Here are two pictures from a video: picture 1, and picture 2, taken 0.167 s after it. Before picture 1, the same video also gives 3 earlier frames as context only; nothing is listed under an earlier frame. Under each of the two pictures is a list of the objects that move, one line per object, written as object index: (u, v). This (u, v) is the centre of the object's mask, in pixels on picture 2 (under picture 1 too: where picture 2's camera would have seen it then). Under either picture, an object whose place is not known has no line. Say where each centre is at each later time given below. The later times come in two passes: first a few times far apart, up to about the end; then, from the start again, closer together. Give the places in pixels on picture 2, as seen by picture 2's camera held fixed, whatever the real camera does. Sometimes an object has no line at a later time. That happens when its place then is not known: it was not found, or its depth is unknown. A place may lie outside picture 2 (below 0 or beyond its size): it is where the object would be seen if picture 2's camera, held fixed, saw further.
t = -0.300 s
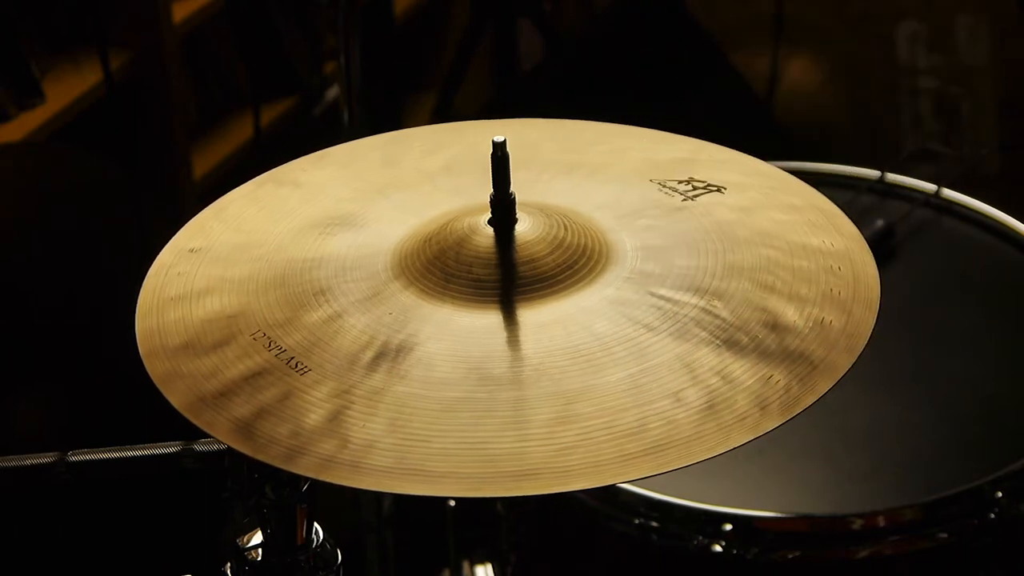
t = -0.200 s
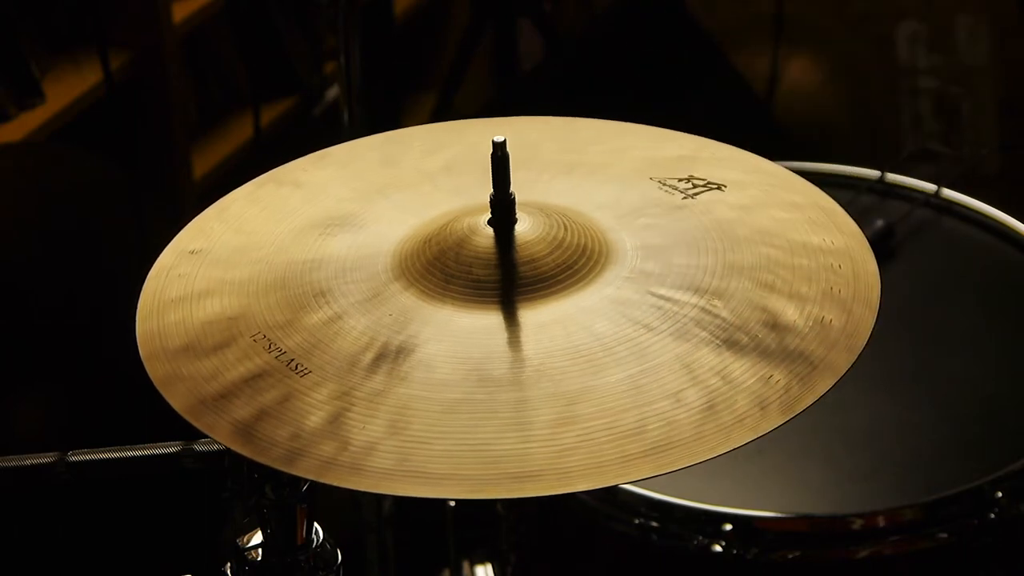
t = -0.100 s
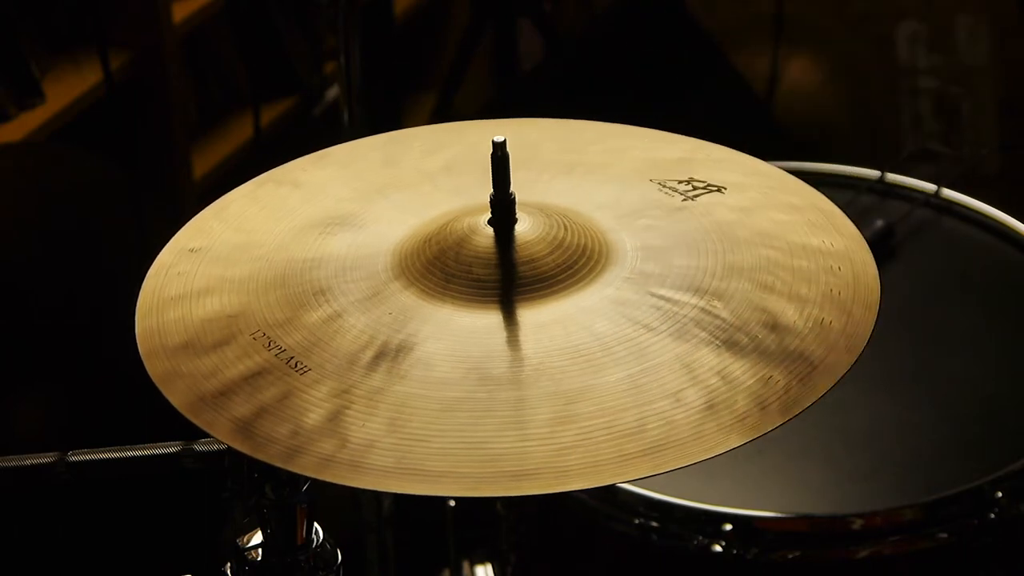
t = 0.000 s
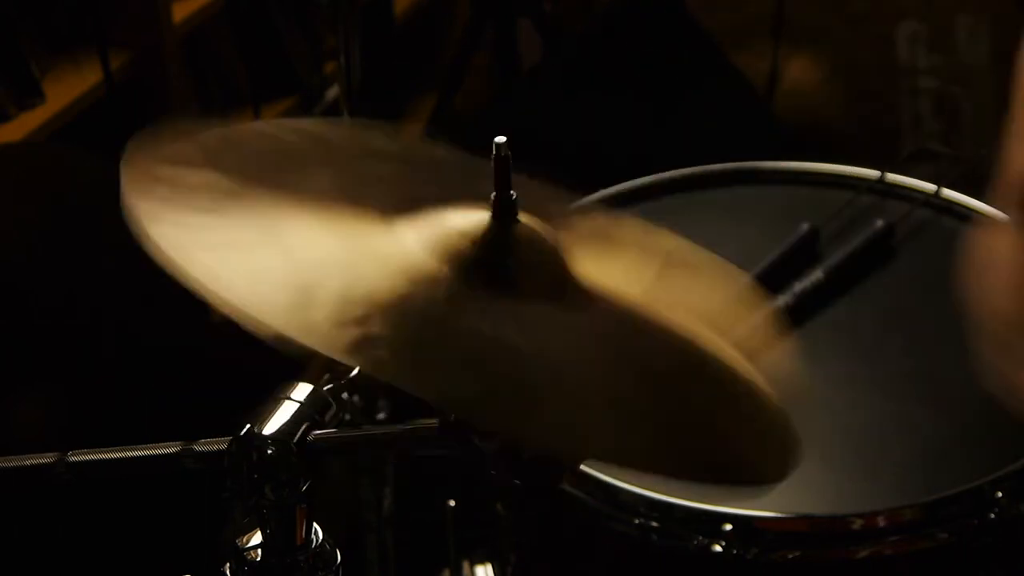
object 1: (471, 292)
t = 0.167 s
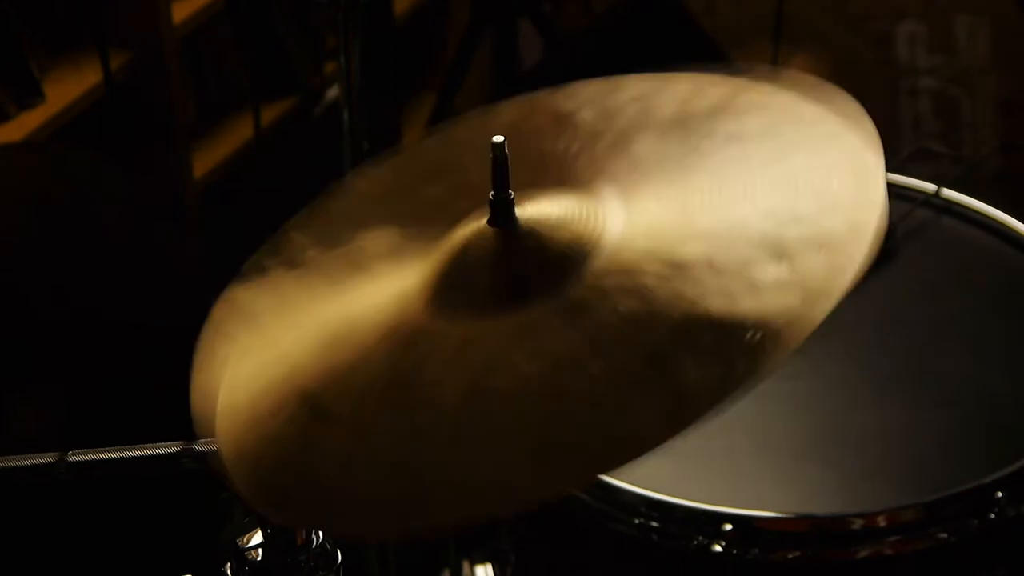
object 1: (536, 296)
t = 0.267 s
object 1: (552, 283)
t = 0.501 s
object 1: (457, 290)
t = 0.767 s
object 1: (537, 297)
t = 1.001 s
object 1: (518, 304)
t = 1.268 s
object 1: (466, 293)
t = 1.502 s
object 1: (513, 305)
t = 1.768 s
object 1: (510, 308)
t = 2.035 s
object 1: (473, 296)
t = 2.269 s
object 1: (518, 304)
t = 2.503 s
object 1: (509, 307)
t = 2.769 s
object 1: (481, 299)
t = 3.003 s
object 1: (519, 306)
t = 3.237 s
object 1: (498, 305)
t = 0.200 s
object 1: (558, 283)
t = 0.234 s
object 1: (558, 277)
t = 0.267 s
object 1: (552, 283)
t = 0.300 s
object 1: (538, 291)
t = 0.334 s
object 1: (524, 300)
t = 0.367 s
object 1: (505, 301)
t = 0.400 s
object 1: (492, 298)
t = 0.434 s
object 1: (472, 296)
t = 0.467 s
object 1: (461, 292)
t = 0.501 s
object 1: (457, 290)
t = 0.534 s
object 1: (459, 292)
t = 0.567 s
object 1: (468, 295)
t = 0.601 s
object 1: (476, 300)
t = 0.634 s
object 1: (487, 303)
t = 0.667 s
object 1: (499, 304)
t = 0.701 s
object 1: (517, 303)
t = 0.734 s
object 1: (527, 299)
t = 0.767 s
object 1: (537, 297)
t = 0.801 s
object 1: (542, 295)
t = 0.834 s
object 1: (544, 293)
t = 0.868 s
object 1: (543, 294)
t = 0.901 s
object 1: (540, 295)
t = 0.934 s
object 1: (534, 298)
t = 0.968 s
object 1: (528, 303)
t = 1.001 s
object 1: (518, 304)
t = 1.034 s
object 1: (505, 305)
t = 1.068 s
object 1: (492, 304)
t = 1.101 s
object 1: (483, 300)
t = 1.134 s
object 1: (473, 299)
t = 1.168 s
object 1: (468, 296)
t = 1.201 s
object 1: (466, 293)
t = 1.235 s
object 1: (464, 293)
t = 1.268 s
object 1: (466, 293)
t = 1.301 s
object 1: (468, 294)
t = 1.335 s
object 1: (471, 296)
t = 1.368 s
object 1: (478, 298)
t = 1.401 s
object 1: (484, 299)
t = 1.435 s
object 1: (496, 303)
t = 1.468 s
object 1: (505, 304)
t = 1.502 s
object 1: (513, 305)
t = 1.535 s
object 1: (522, 303)
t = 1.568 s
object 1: (527, 301)
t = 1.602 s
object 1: (531, 301)
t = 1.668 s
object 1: (529, 303)
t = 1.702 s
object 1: (524, 305)
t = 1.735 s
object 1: (518, 307)
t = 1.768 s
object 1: (510, 308)
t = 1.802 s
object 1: (500, 306)
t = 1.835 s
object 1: (491, 304)
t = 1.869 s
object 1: (485, 302)
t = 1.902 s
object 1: (479, 300)
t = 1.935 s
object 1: (474, 298)
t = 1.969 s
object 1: (473, 296)
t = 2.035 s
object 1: (473, 296)
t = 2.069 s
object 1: (477, 297)
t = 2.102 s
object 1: (480, 297)
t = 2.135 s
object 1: (486, 299)
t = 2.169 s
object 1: (494, 302)
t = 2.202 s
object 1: (502, 305)
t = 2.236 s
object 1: (511, 305)
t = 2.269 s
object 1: (518, 304)
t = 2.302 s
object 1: (523, 304)
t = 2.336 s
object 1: (525, 303)
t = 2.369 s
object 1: (526, 304)
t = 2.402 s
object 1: (525, 304)
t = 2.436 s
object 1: (521, 306)
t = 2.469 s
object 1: (517, 307)
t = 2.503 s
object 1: (509, 307)
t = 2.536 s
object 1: (501, 306)
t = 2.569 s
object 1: (494, 305)
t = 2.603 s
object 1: (488, 303)
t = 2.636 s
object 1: (484, 301)
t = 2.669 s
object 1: (481, 300)
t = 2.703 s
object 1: (479, 299)
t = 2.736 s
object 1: (479, 299)
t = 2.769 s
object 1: (481, 299)
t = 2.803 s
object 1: (482, 300)
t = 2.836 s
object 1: (487, 301)
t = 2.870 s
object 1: (493, 302)
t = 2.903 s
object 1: (500, 306)
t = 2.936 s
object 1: (507, 306)
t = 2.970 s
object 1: (513, 306)
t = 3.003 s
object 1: (519, 306)
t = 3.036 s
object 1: (522, 306)
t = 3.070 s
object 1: (522, 306)
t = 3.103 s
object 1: (520, 305)
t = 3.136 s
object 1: (516, 306)
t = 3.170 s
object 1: (512, 307)
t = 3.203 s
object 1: (506, 306)
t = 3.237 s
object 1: (498, 305)
